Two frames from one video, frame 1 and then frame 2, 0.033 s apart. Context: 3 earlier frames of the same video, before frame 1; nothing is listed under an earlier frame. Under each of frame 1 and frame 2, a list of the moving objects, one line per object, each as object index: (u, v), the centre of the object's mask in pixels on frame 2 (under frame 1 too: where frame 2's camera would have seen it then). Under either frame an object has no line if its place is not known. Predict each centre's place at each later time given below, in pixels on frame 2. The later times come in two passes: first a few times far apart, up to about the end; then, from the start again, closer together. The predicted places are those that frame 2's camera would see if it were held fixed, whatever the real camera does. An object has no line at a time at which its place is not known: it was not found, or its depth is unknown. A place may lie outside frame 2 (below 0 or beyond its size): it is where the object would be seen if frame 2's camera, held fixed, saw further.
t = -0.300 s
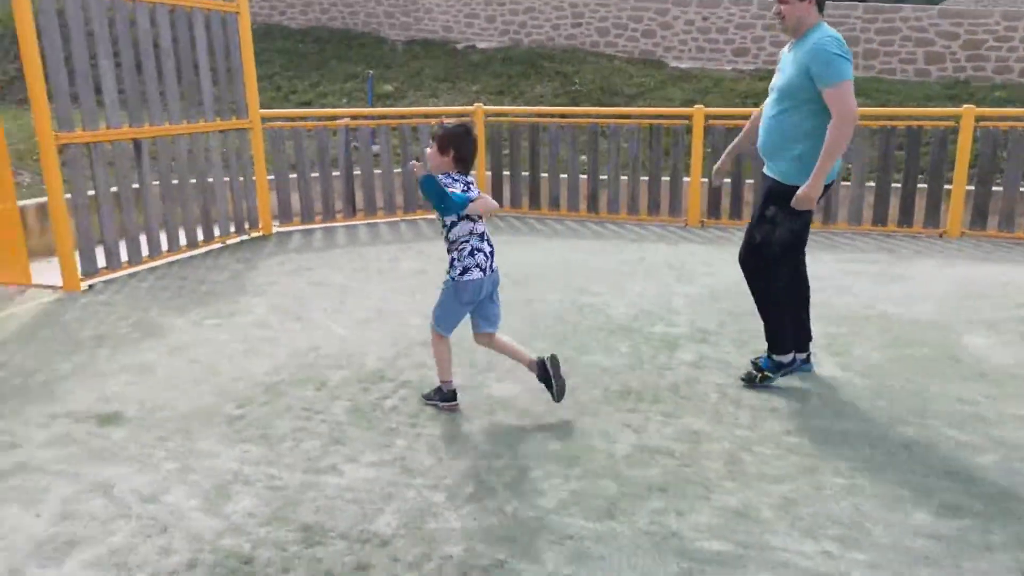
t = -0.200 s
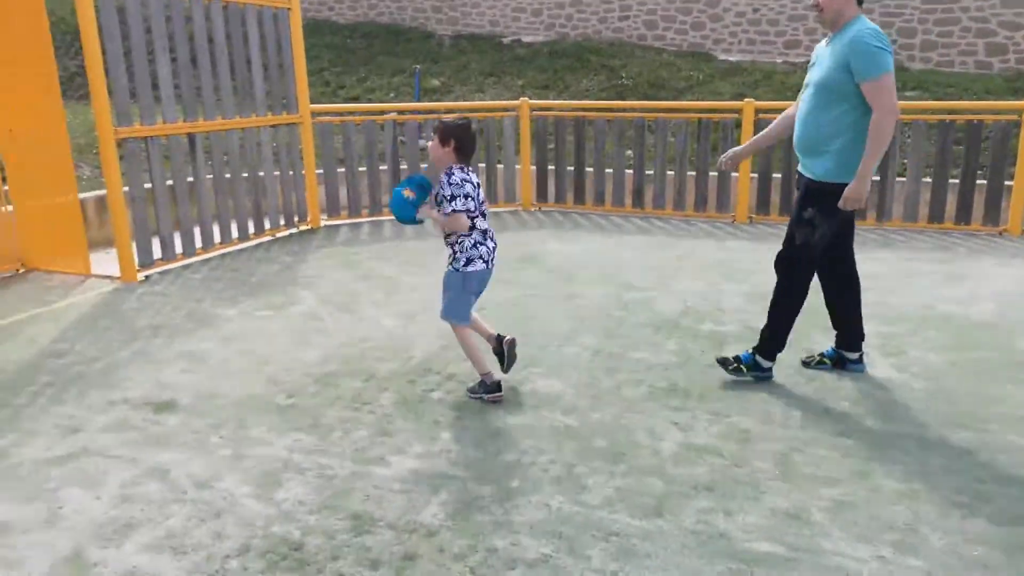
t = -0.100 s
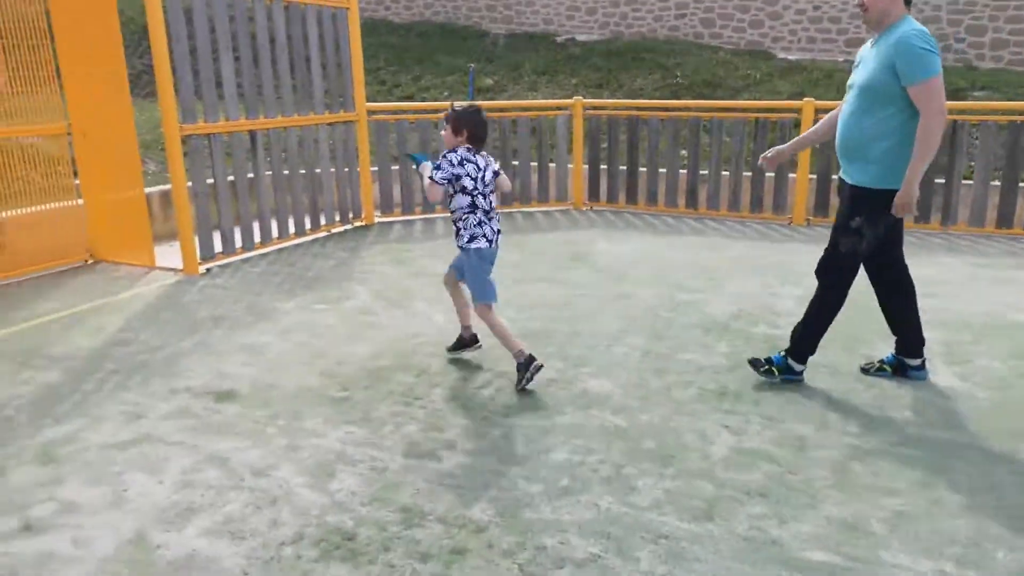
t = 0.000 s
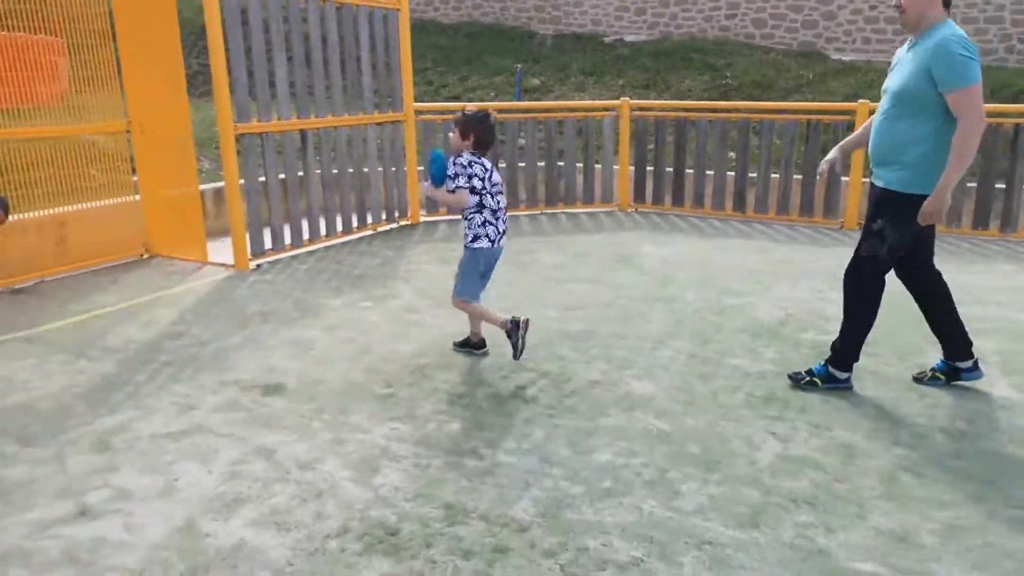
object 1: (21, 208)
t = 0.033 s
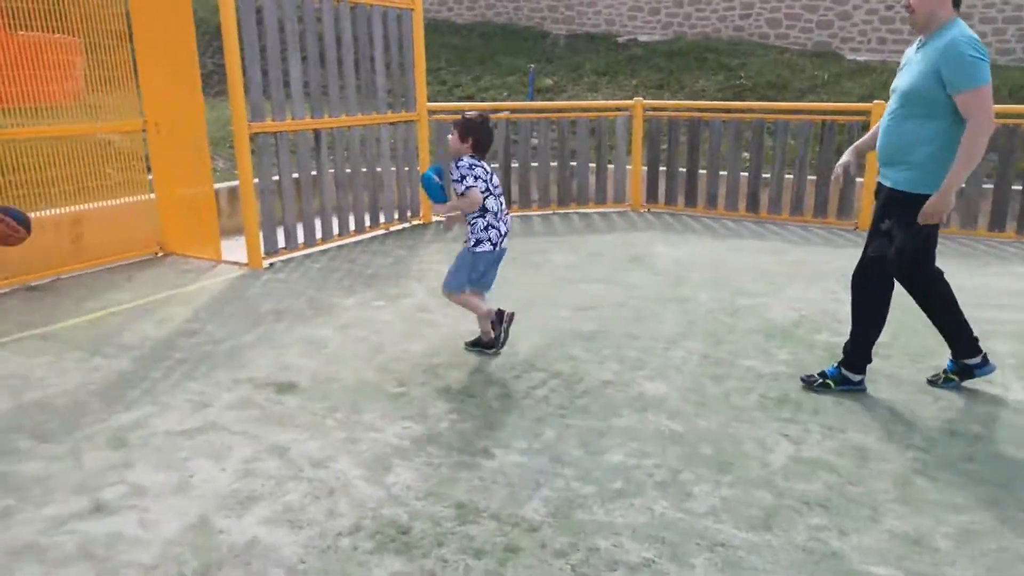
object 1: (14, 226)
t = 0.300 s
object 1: (19, 224)
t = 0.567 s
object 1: (17, 179)
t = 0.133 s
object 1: (25, 295)
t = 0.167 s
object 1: (26, 289)
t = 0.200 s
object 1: (25, 271)
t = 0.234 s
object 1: (23, 253)
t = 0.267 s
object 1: (21, 238)
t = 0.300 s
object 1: (19, 224)
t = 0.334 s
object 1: (19, 212)
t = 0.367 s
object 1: (18, 202)
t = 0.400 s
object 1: (18, 194)
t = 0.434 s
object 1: (17, 187)
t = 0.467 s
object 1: (17, 182)
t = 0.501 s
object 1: (17, 179)
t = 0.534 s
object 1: (16, 178)
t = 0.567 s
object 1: (17, 179)
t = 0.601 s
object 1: (18, 182)
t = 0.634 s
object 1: (20, 187)
